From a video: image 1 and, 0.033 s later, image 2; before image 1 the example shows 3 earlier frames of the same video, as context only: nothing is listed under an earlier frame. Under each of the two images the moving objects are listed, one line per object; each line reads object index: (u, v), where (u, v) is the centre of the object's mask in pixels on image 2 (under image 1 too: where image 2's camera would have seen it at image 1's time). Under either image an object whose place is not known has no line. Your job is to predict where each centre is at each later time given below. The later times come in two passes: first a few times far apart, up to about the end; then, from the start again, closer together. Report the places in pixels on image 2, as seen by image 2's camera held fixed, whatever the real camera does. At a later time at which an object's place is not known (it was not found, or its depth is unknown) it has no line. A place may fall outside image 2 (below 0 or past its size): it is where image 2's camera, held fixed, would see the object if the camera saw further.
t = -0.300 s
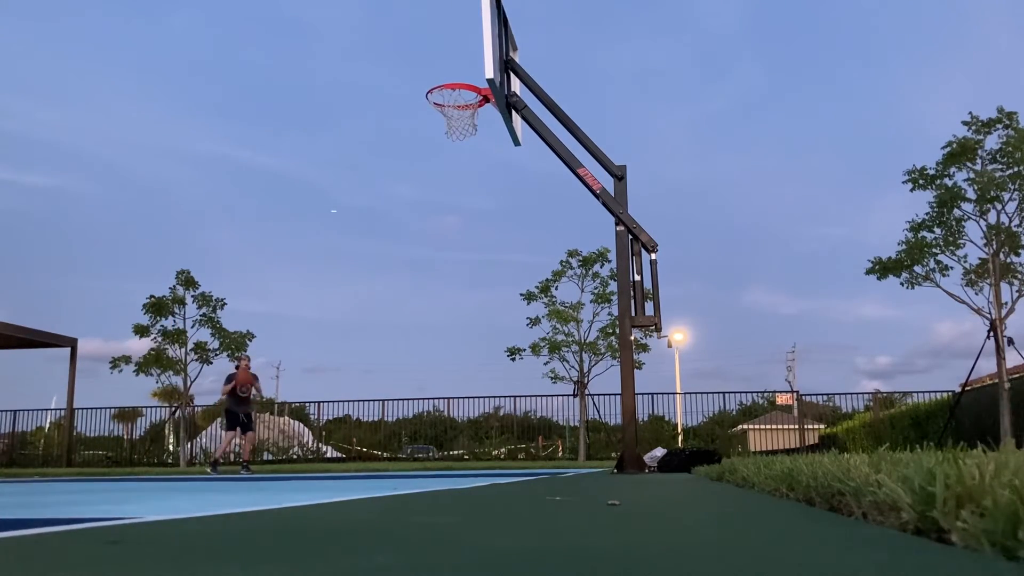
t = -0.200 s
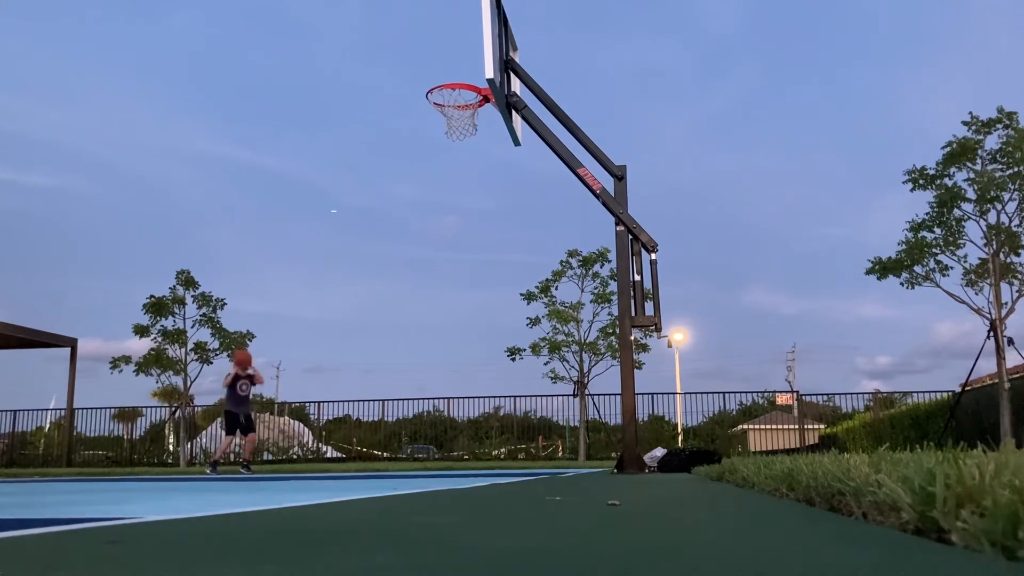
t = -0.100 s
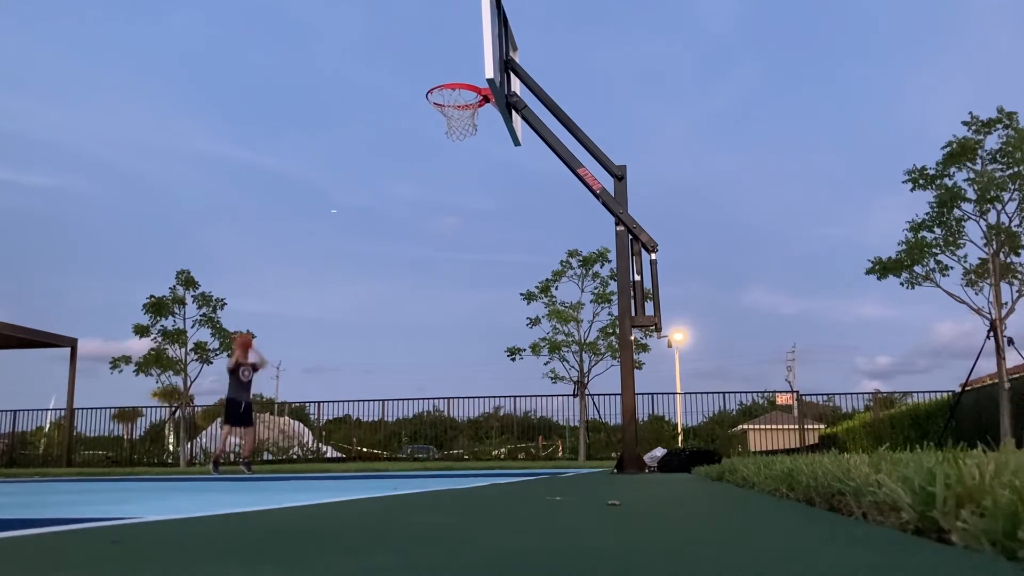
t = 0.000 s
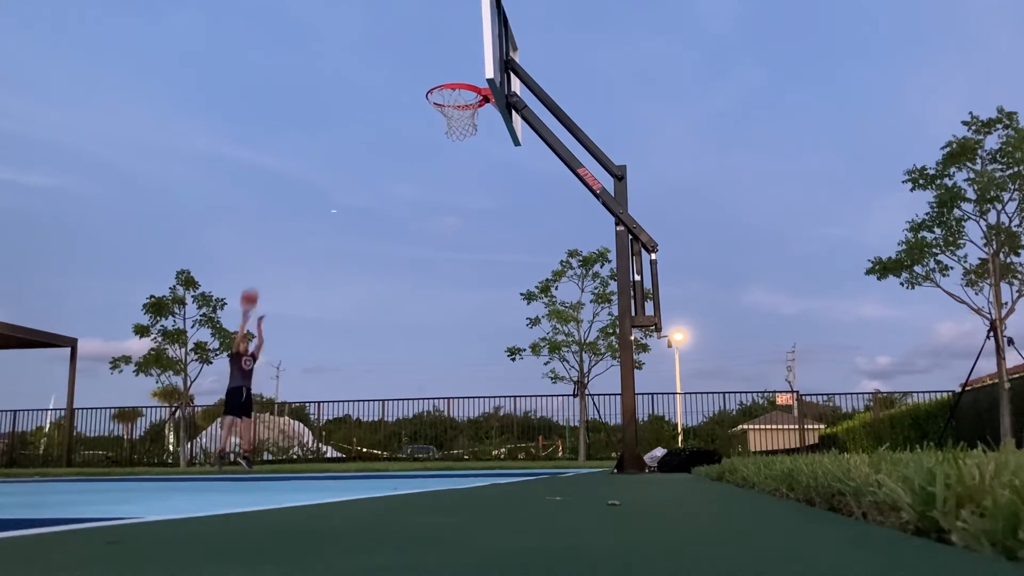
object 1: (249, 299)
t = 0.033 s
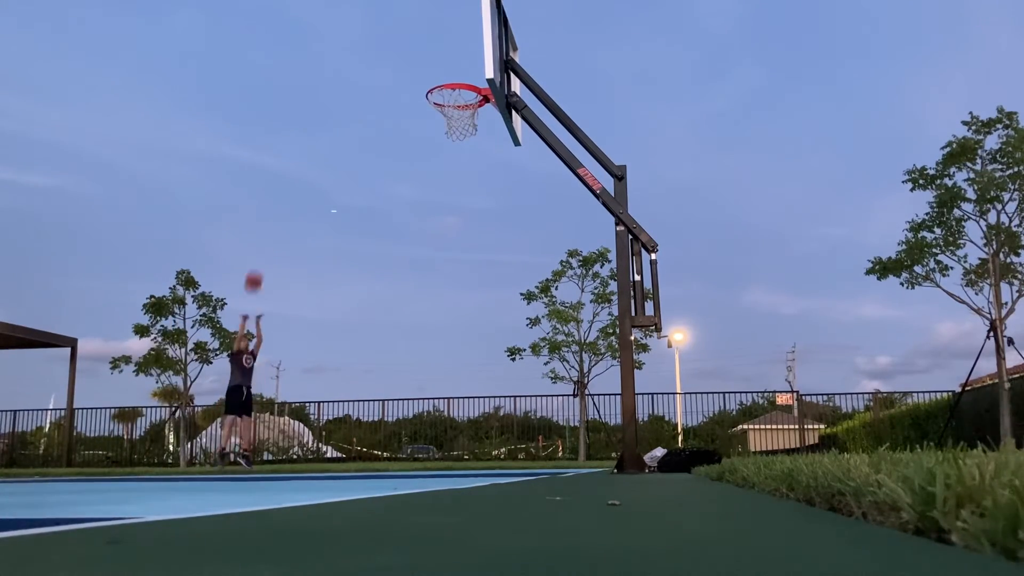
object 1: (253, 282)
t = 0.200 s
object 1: (275, 201)
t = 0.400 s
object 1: (302, 121)
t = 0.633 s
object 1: (335, 55)
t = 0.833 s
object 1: (368, 25)
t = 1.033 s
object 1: (406, 28)
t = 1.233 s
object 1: (452, 73)
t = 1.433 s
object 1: (446, 179)
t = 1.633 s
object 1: (426, 310)
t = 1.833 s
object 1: (406, 452)
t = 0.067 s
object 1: (257, 264)
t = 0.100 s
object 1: (262, 248)
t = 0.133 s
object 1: (266, 232)
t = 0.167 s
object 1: (271, 216)
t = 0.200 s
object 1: (275, 201)
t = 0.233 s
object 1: (279, 186)
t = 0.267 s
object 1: (284, 172)
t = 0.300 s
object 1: (288, 159)
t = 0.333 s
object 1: (292, 145)
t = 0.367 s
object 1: (297, 133)
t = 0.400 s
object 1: (302, 121)
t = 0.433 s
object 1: (306, 110)
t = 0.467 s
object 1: (311, 99)
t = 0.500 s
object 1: (316, 89)
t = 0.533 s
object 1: (321, 79)
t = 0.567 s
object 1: (326, 70)
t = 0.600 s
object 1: (331, 62)
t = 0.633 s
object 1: (335, 55)
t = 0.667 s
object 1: (340, 48)
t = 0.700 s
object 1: (346, 42)
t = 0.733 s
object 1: (351, 36)
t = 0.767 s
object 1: (357, 31)
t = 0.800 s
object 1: (362, 28)
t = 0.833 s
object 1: (368, 25)
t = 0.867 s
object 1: (374, 23)
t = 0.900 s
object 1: (380, 22)
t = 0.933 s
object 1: (386, 22)
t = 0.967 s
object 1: (392, 23)
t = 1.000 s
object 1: (399, 25)
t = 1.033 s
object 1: (406, 28)
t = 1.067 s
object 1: (413, 33)
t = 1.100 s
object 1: (420, 39)
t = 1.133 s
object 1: (427, 45)
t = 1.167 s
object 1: (435, 54)
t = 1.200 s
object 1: (443, 64)
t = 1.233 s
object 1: (452, 73)
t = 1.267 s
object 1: (462, 88)
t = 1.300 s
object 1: (463, 108)
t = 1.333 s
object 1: (456, 131)
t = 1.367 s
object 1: (452, 146)
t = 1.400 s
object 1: (449, 161)
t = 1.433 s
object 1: (446, 179)
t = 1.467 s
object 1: (443, 198)
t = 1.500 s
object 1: (439, 219)
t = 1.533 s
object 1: (436, 240)
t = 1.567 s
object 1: (433, 263)
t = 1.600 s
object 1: (430, 285)
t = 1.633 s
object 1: (426, 310)
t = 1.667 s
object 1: (423, 336)
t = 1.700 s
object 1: (420, 363)
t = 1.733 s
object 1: (416, 391)
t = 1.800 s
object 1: (408, 452)
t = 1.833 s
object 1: (406, 452)
